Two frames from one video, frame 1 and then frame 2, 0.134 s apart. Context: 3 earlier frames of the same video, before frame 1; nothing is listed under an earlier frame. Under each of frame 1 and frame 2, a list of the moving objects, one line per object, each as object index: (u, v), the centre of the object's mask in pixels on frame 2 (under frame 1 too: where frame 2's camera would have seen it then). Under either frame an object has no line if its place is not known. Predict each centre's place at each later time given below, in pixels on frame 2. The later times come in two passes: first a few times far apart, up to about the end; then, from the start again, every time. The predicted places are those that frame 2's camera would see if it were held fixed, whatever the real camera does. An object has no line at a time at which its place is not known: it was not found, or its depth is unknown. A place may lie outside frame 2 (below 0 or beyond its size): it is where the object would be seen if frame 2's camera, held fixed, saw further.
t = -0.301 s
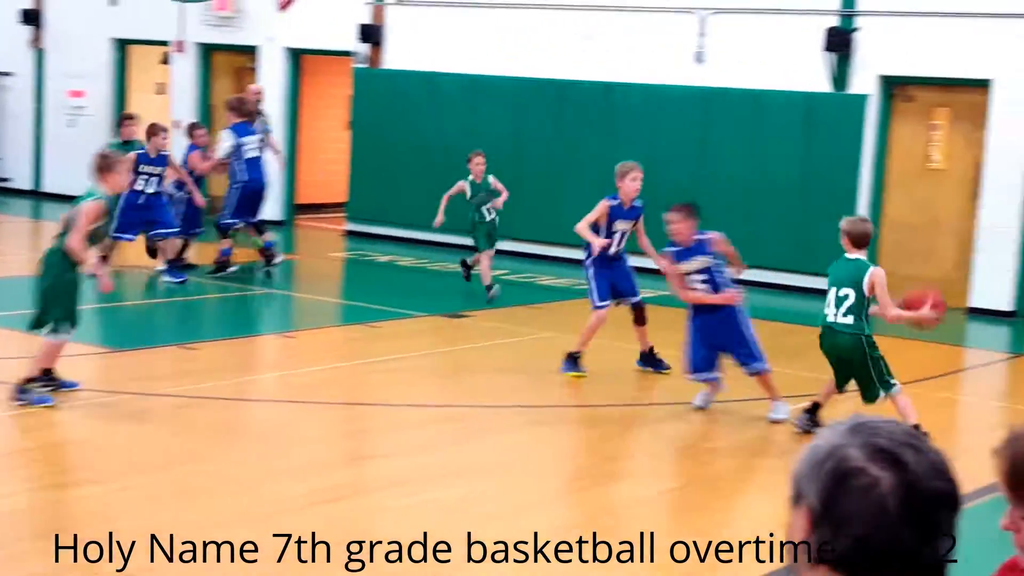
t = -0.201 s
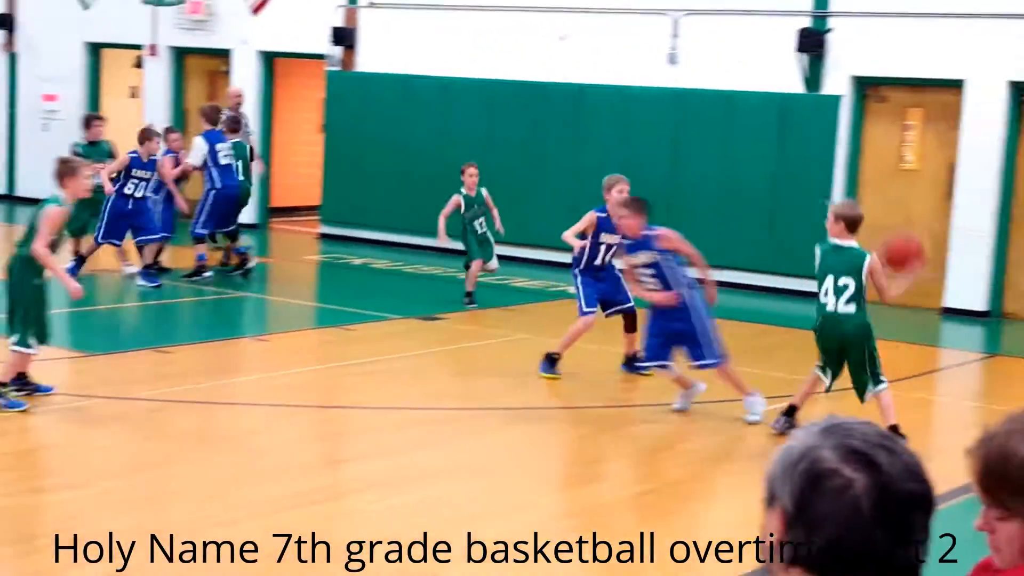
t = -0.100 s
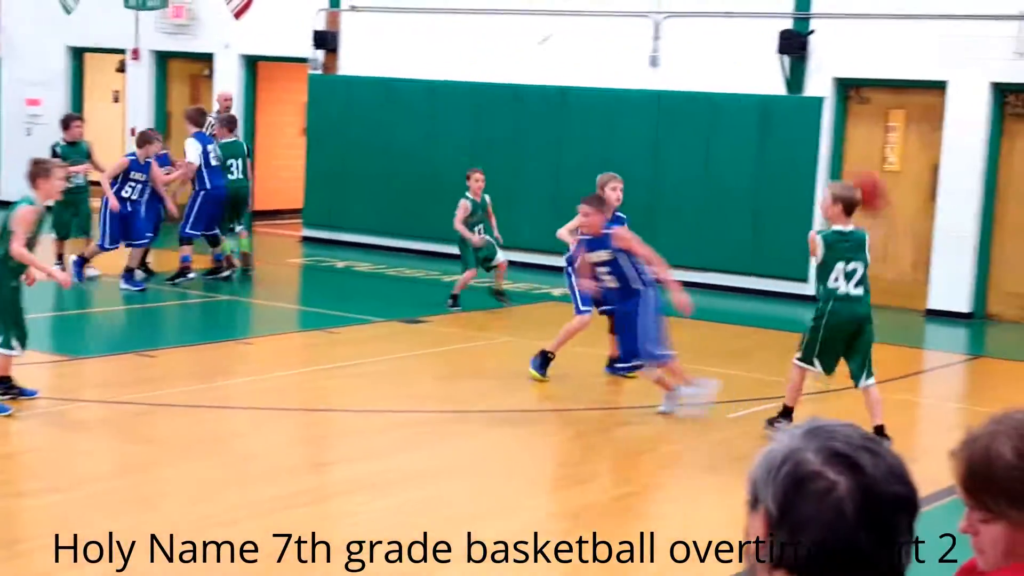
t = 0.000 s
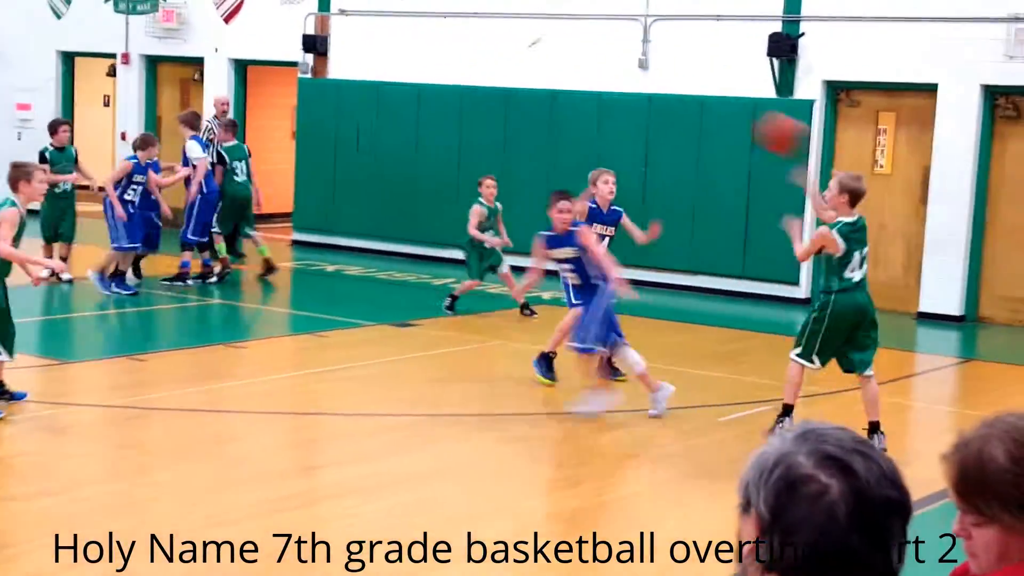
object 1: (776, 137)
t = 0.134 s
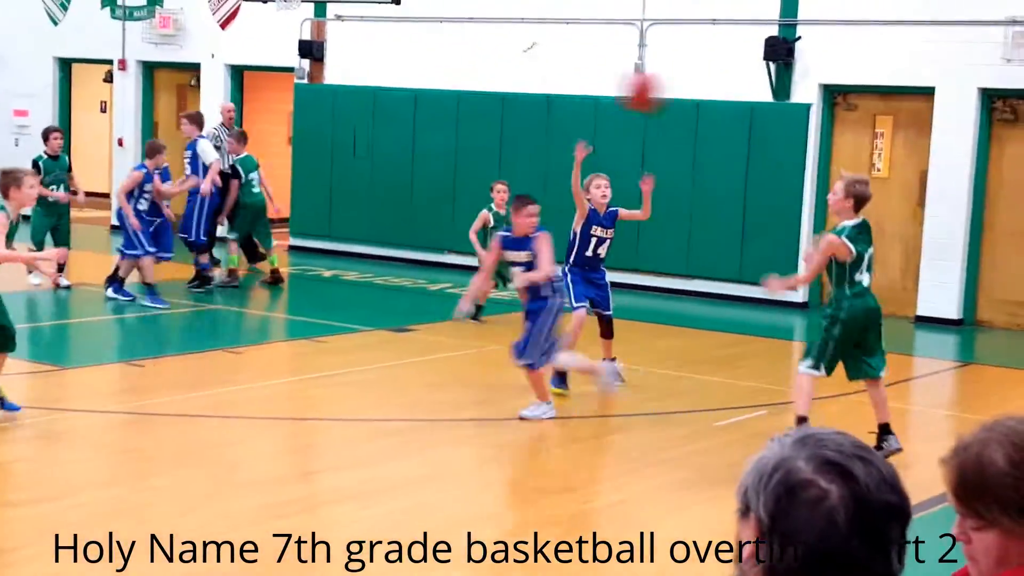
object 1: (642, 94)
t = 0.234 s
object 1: (537, 75)
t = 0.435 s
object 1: (321, 97)
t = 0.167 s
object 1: (606, 85)
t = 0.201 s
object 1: (572, 79)
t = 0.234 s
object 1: (537, 75)
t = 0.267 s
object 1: (501, 74)
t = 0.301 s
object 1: (465, 74)
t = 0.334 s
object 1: (429, 78)
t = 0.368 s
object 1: (393, 83)
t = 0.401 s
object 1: (357, 89)
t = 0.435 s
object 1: (321, 97)
